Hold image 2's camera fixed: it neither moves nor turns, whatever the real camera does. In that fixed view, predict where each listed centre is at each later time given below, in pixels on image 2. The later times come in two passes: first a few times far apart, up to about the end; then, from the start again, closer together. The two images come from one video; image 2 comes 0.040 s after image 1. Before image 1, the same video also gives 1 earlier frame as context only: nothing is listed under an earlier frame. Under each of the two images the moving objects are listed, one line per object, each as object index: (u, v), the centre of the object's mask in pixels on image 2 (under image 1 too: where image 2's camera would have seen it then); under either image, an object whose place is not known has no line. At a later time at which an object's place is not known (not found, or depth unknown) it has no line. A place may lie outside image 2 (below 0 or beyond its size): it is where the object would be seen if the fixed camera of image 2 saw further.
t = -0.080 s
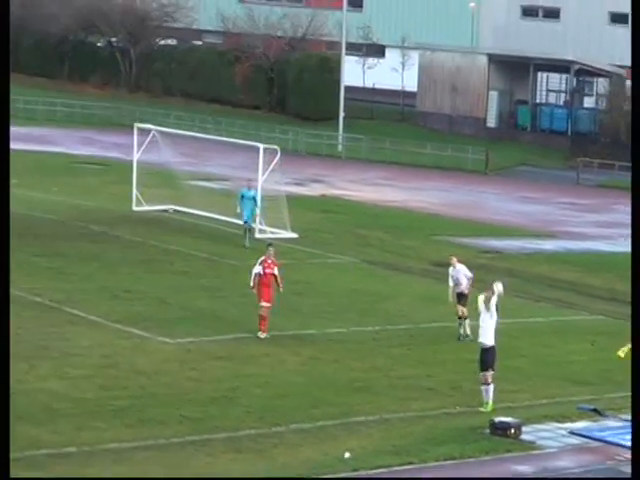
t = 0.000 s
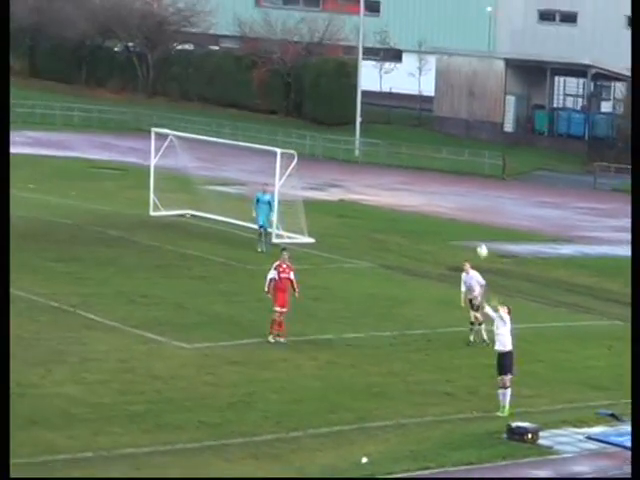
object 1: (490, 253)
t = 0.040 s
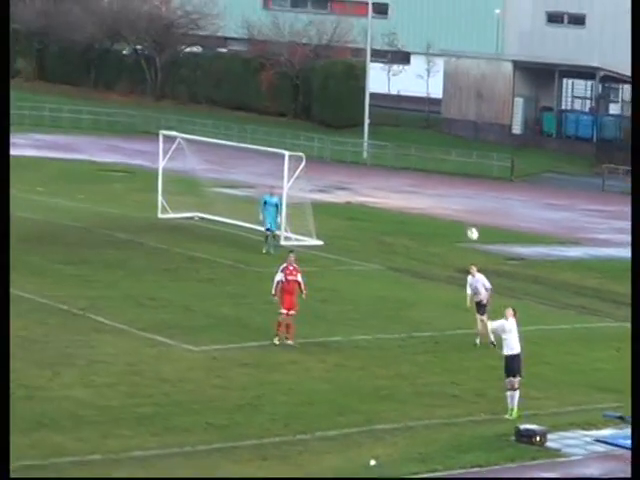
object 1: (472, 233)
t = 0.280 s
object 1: (361, 133)
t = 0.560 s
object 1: (219, 52)
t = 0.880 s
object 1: (40, 15)
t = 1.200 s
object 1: (-160, 55)
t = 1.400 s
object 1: (-300, 122)
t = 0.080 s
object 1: (455, 215)
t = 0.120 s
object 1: (436, 197)
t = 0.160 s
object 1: (418, 179)
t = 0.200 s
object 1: (399, 163)
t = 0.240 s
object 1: (380, 147)
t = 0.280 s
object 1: (361, 133)
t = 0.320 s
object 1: (341, 118)
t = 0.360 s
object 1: (322, 105)
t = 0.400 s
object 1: (301, 93)
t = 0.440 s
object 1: (281, 81)
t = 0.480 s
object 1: (261, 71)
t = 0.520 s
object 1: (240, 61)
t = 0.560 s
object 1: (219, 52)
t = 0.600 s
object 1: (197, 44)
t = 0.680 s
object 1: (153, 30)
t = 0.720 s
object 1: (132, 25)
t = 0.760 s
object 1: (109, 21)
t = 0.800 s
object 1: (86, 17)
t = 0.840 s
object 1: (63, 16)
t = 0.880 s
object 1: (40, 15)
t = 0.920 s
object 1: (16, 16)
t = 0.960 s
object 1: (-9, 17)
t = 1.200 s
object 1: (-160, 55)
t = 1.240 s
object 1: (-187, 67)
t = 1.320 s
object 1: (-242, 93)
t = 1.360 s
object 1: (-270, 107)
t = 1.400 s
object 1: (-300, 122)
